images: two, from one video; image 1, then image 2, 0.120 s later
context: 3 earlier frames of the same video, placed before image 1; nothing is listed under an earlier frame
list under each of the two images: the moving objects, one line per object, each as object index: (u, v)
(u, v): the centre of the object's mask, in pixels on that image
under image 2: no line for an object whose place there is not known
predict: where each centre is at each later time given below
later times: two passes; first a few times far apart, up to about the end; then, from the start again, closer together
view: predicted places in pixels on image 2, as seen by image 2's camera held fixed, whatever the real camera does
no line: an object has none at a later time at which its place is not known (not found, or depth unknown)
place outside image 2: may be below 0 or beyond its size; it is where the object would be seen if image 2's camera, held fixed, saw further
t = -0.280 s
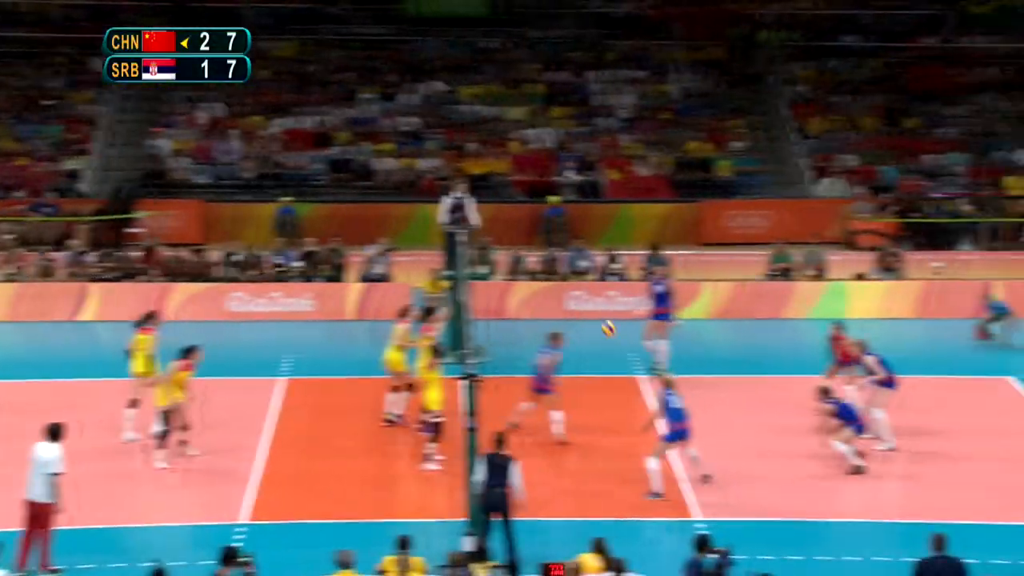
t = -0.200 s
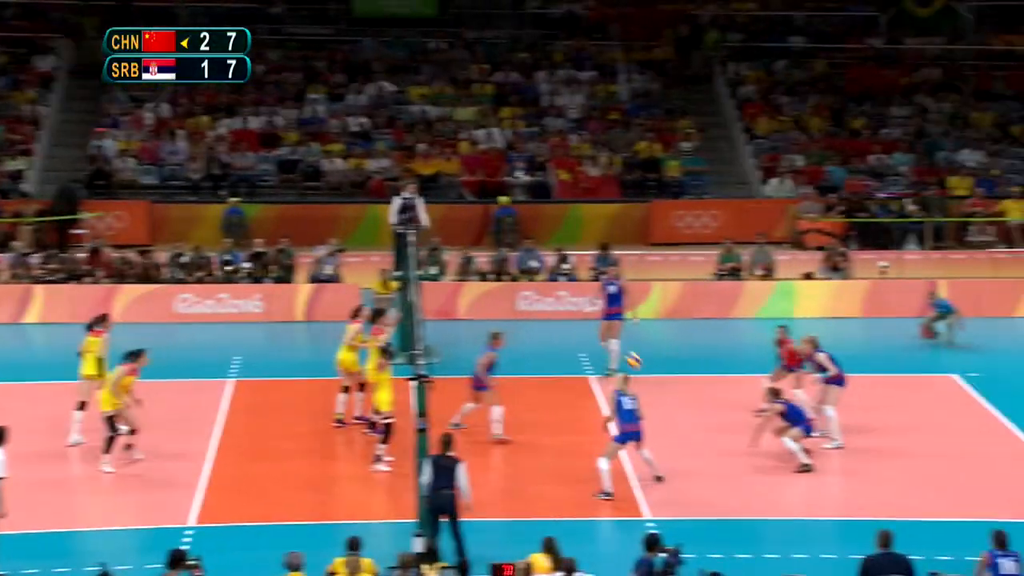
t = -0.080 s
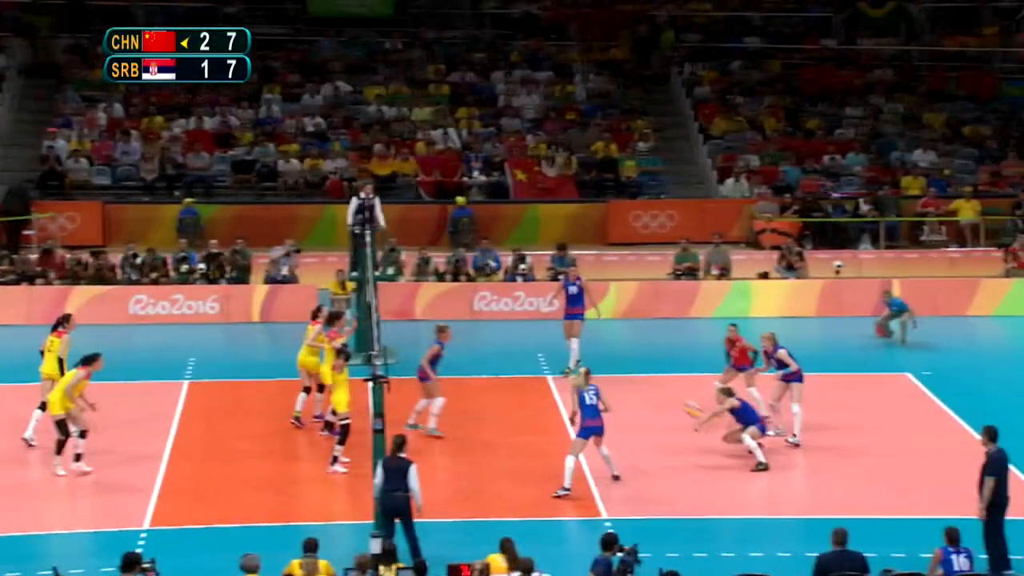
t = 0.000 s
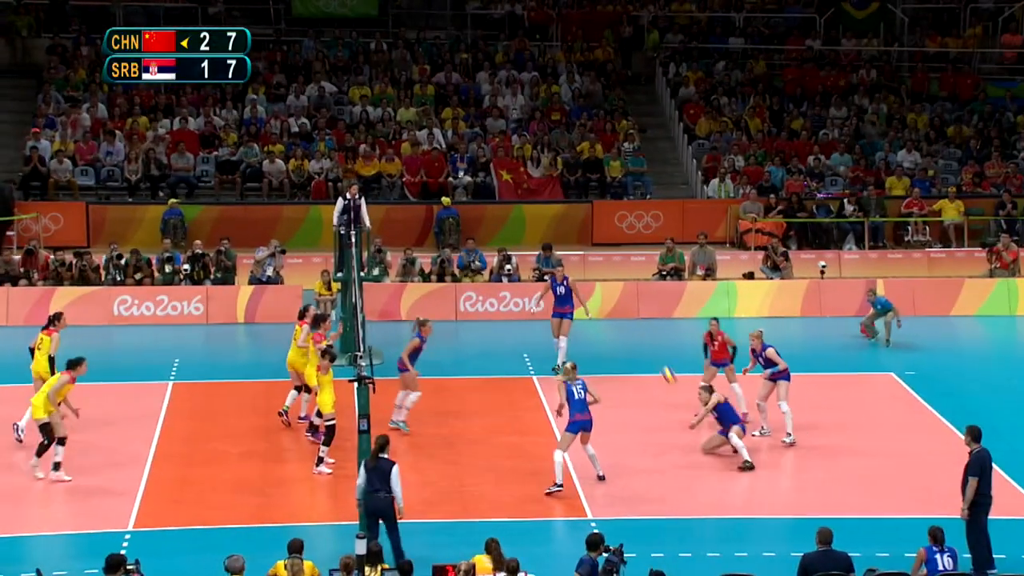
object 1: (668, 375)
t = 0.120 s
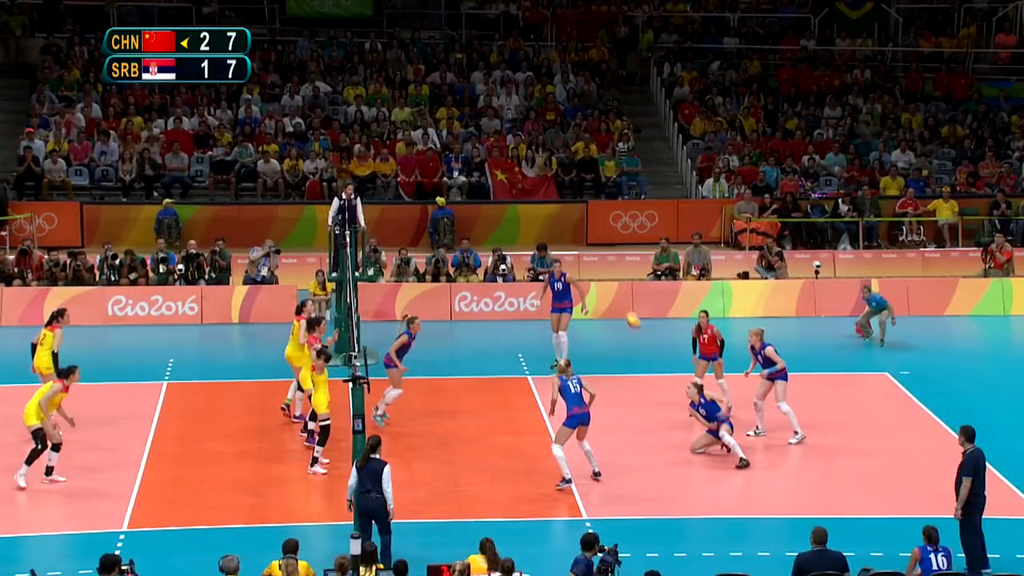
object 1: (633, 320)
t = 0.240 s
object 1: (605, 276)
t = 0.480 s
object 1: (549, 215)
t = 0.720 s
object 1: (496, 196)
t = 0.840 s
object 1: (471, 199)
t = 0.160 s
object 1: (623, 304)
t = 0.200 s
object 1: (613, 288)
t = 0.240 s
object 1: (605, 276)
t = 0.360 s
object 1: (577, 240)
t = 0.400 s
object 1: (566, 231)
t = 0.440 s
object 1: (559, 224)
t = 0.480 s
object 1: (549, 215)
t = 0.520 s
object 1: (540, 209)
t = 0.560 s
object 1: (531, 205)
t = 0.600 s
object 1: (521, 200)
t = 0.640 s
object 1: (514, 198)
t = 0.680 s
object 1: (505, 197)
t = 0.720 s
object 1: (496, 196)
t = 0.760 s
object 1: (487, 196)
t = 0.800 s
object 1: (478, 197)
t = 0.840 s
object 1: (471, 199)
